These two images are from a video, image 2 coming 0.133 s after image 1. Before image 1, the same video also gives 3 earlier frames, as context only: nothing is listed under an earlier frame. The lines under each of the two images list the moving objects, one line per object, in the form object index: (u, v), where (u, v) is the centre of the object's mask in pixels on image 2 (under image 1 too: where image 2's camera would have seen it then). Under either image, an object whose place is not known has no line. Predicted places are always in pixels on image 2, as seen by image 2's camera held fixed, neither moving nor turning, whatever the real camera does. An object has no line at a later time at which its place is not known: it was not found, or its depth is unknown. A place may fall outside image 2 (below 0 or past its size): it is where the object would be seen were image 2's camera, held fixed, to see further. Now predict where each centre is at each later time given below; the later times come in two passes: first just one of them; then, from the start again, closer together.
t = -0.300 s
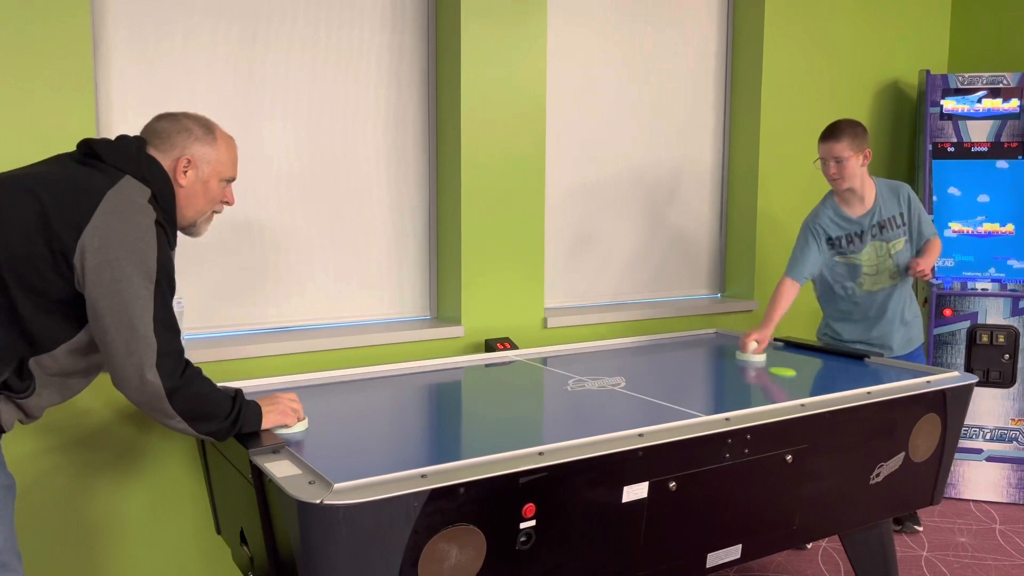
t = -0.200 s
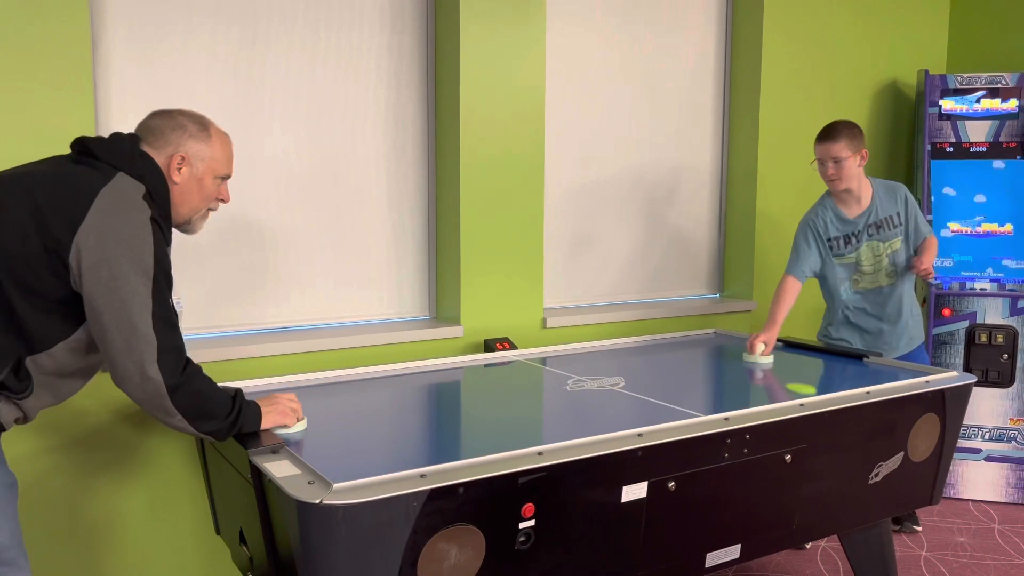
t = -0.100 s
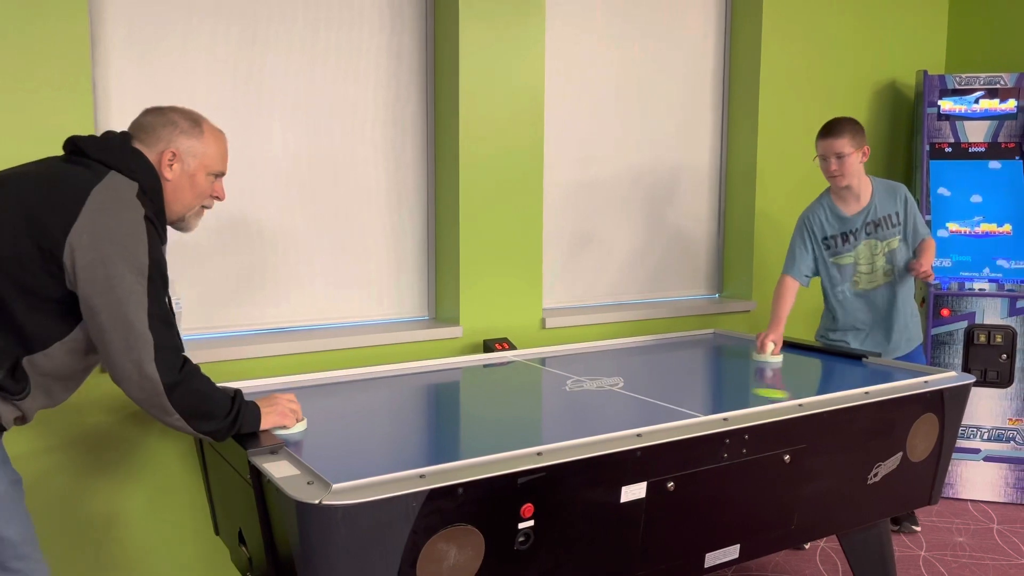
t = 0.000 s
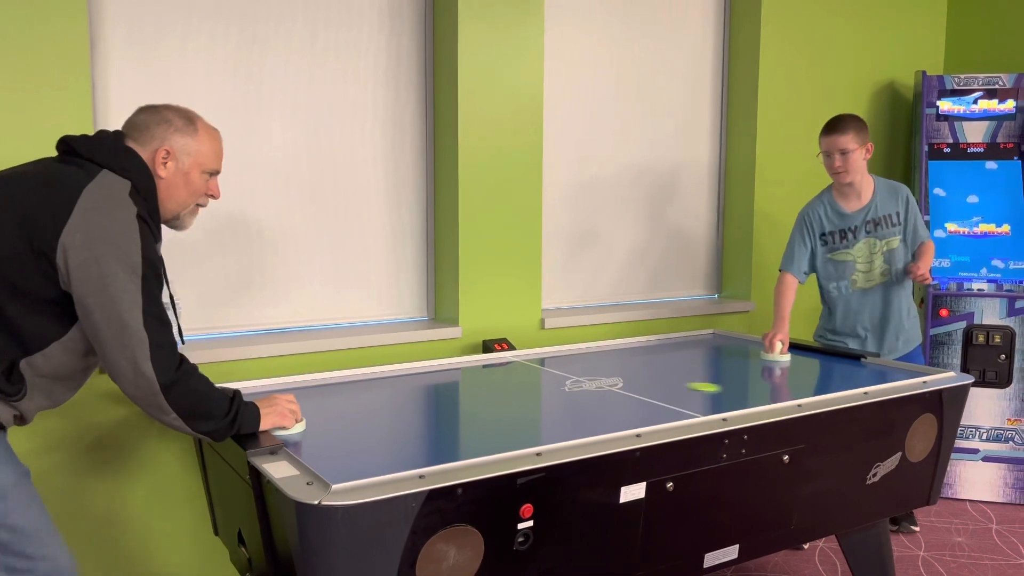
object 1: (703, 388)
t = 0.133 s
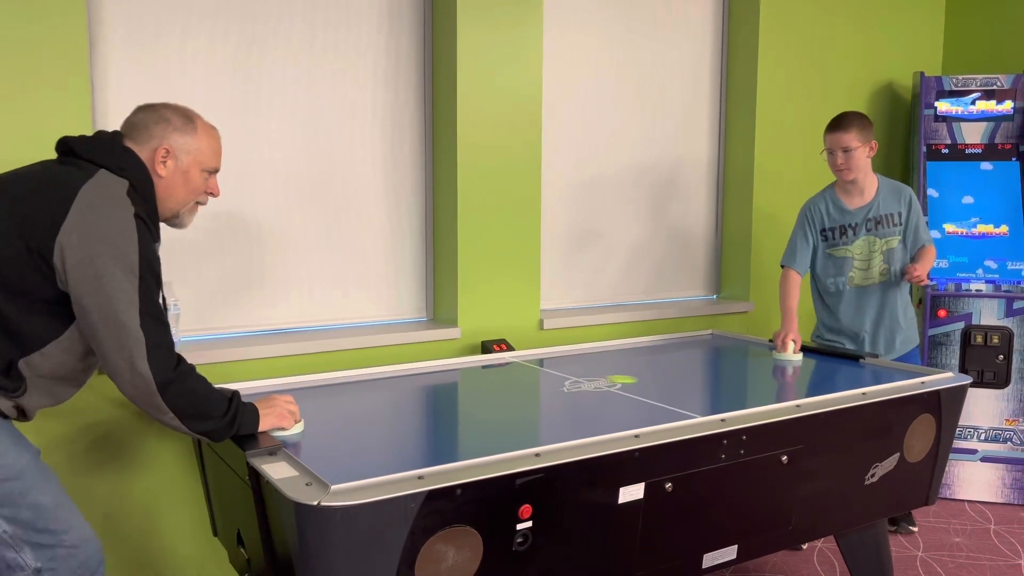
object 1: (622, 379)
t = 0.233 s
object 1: (566, 374)
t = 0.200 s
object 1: (583, 375)
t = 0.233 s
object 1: (566, 374)
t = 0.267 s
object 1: (546, 371)
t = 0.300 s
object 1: (528, 369)
